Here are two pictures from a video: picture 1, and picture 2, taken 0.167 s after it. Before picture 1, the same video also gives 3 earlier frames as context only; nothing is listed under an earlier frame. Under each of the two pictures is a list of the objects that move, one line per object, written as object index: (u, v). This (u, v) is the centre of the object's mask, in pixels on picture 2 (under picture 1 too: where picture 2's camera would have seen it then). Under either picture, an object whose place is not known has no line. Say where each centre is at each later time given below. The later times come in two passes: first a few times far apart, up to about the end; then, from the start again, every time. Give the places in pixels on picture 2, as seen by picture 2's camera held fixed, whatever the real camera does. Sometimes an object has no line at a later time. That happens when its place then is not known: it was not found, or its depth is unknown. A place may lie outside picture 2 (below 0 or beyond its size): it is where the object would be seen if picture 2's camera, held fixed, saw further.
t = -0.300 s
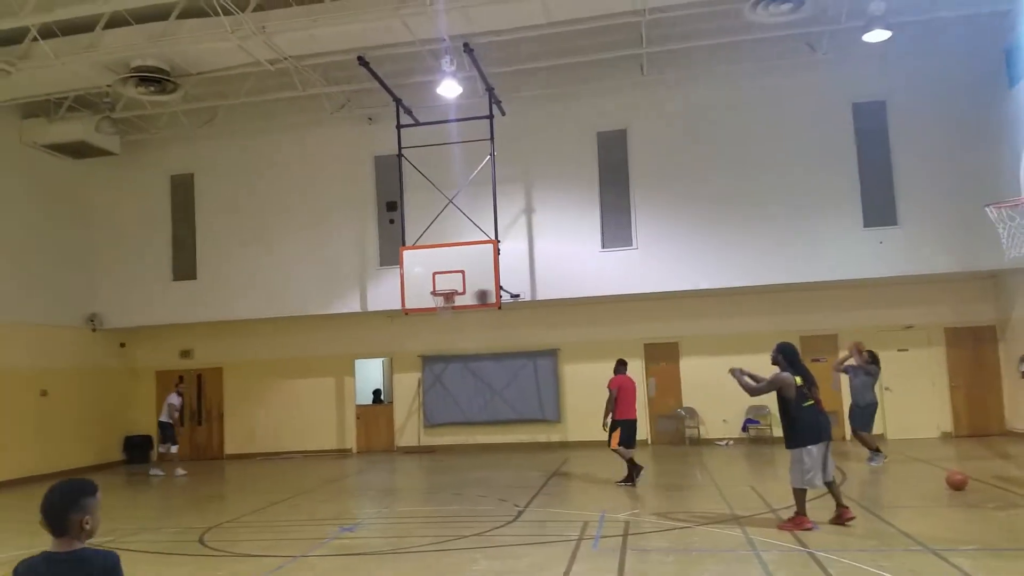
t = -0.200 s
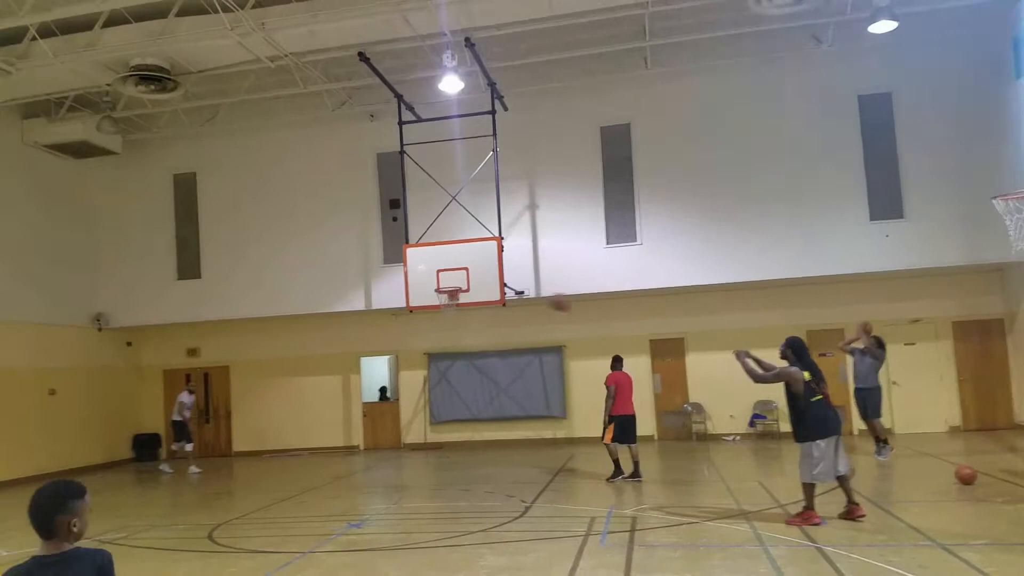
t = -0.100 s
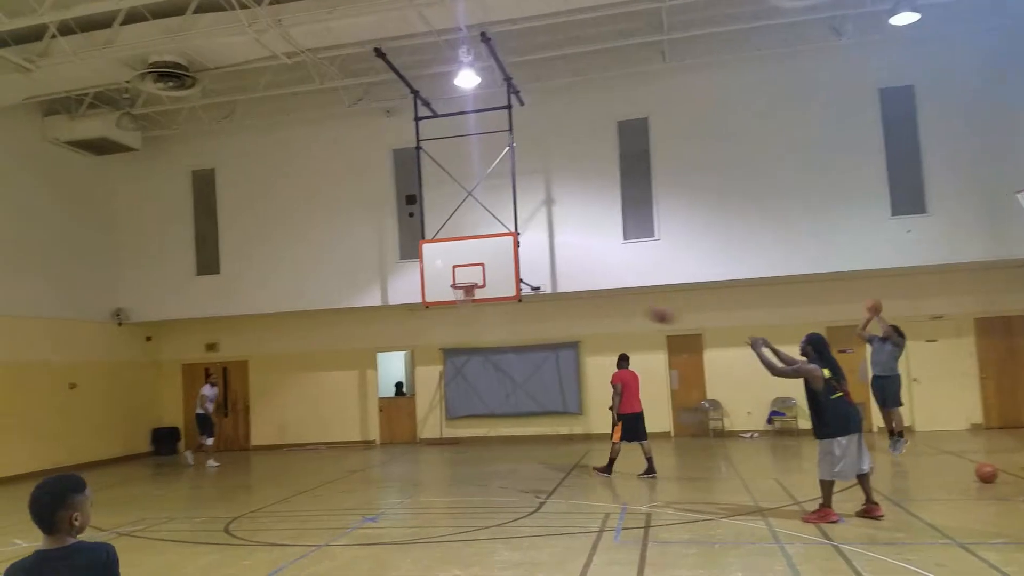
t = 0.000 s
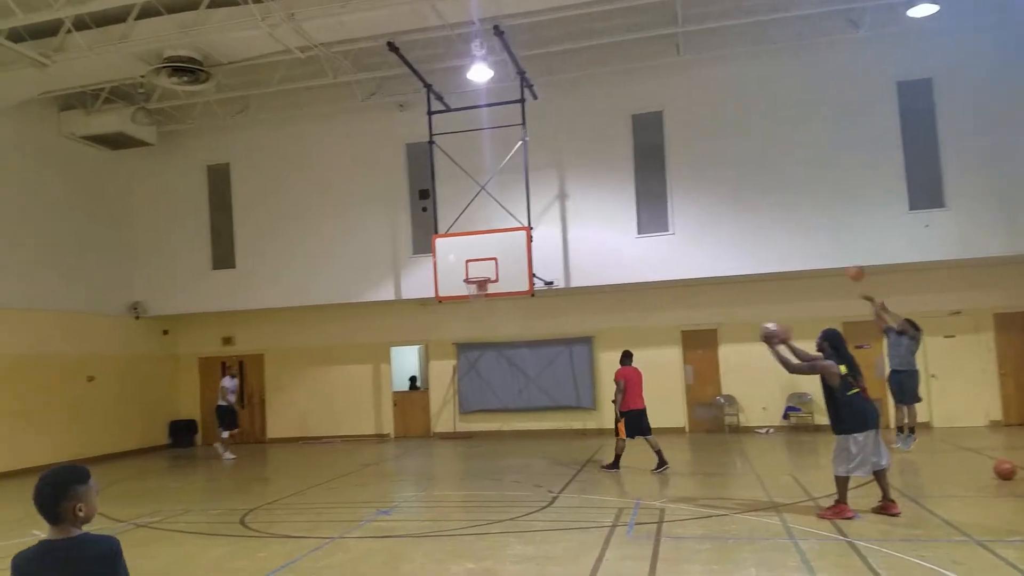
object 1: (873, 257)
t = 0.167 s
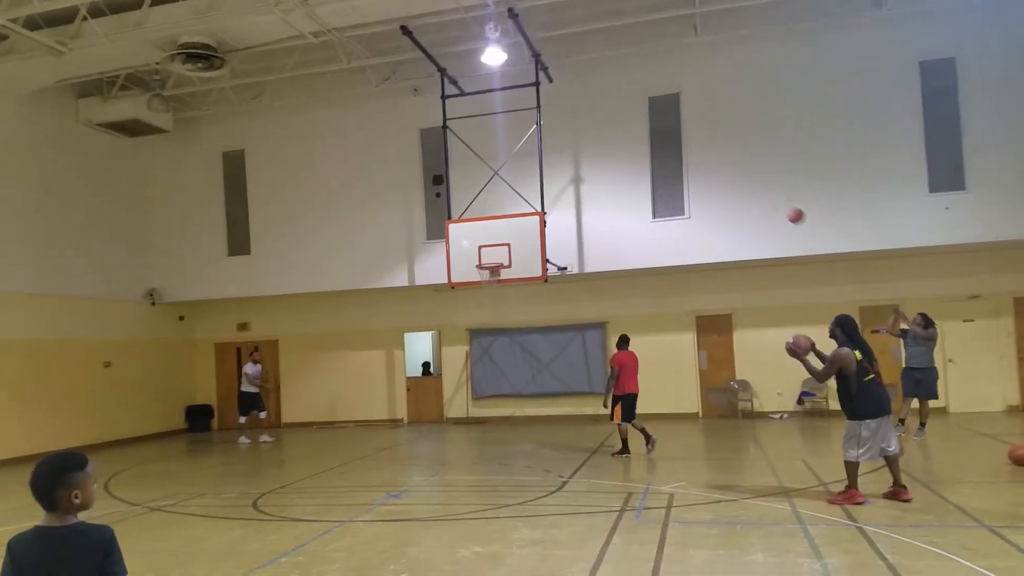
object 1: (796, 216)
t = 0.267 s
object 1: (753, 200)
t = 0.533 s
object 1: (644, 189)
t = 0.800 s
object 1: (549, 215)
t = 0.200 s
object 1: (781, 210)
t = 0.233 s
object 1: (767, 205)
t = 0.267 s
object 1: (753, 200)
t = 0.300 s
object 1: (738, 197)
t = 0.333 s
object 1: (724, 194)
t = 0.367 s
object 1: (710, 192)
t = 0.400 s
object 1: (697, 190)
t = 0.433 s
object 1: (683, 188)
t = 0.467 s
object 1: (669, 187)
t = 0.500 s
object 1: (657, 187)
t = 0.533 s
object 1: (644, 189)
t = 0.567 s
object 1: (632, 190)
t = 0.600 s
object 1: (619, 192)
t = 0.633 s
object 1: (607, 195)
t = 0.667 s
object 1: (595, 198)
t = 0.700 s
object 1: (583, 201)
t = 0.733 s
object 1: (571, 205)
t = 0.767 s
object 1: (559, 210)
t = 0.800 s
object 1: (549, 215)
